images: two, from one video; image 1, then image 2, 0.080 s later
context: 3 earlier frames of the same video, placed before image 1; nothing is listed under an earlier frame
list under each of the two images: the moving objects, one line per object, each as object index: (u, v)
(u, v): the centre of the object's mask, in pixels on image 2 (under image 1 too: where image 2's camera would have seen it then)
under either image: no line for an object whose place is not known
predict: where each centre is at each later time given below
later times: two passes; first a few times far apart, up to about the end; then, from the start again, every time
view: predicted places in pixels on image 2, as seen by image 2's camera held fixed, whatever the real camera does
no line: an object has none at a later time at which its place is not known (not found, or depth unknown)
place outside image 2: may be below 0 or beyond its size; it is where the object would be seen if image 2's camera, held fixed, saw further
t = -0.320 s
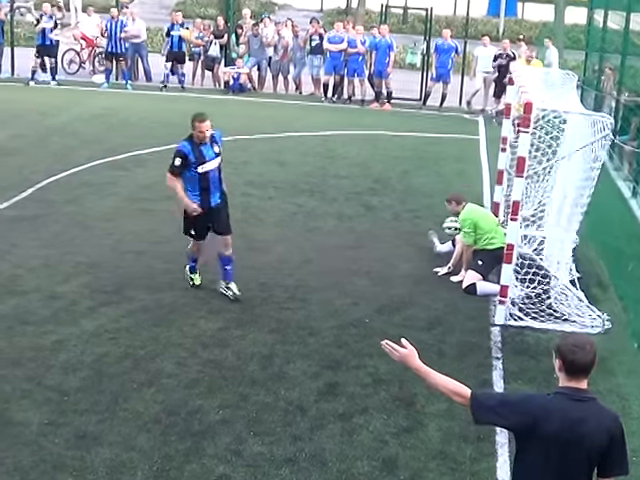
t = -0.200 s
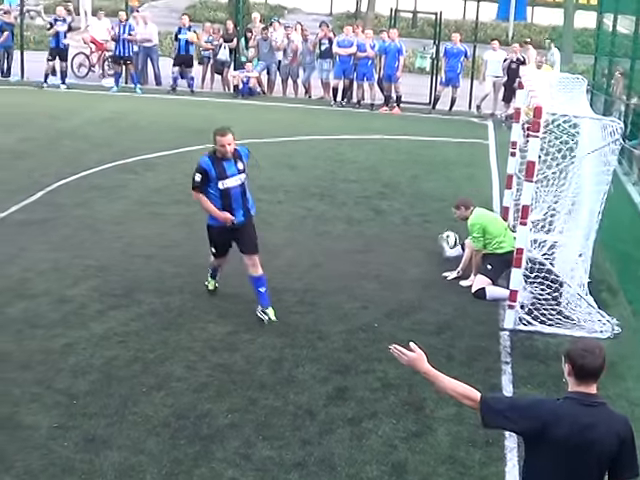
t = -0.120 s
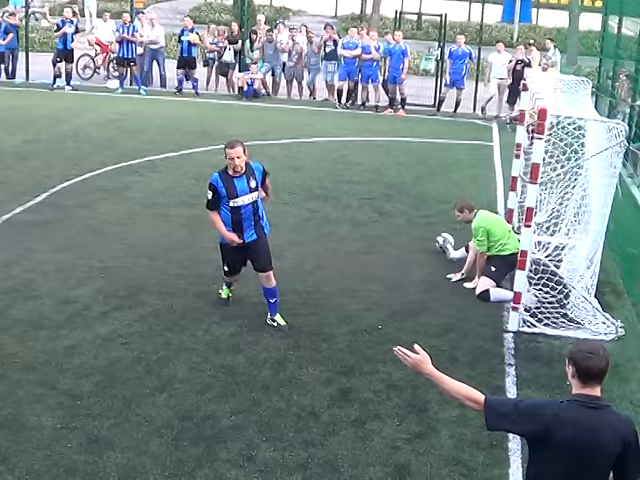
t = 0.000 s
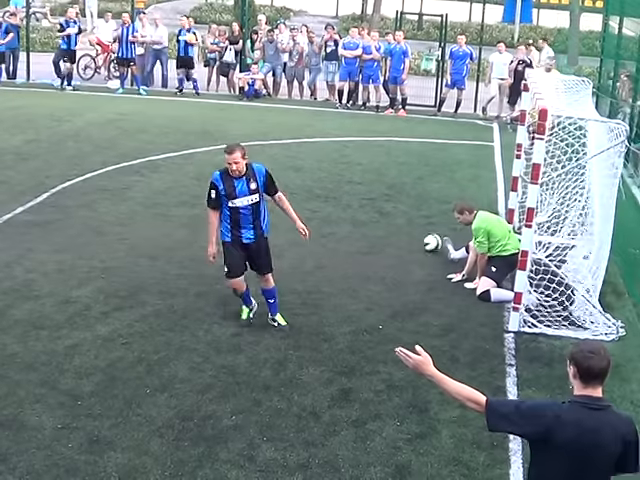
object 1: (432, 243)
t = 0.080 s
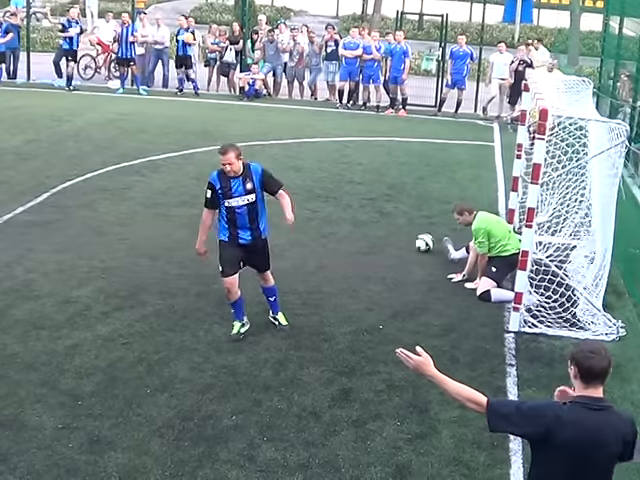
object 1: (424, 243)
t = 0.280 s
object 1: (404, 241)
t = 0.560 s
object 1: (379, 241)
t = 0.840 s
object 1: (357, 240)
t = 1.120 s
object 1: (338, 241)
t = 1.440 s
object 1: (320, 243)
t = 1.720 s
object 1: (307, 245)
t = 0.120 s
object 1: (420, 242)
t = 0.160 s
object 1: (416, 242)
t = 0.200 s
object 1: (412, 242)
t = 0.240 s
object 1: (408, 241)
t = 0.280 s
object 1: (404, 241)
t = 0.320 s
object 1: (400, 241)
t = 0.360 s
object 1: (397, 241)
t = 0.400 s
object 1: (393, 241)
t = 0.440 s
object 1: (389, 241)
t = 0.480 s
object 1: (385, 240)
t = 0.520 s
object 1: (382, 240)
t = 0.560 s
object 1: (379, 241)
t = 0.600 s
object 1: (375, 240)
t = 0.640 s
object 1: (372, 241)
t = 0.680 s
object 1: (369, 240)
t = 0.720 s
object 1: (366, 240)
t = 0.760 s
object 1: (363, 241)
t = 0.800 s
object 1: (360, 240)
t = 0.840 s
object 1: (357, 240)
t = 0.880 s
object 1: (354, 240)
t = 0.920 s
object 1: (351, 240)
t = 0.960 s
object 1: (348, 240)
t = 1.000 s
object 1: (345, 241)
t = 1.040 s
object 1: (343, 241)
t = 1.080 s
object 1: (340, 241)
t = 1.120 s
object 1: (338, 241)
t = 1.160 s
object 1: (335, 241)
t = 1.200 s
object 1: (333, 241)
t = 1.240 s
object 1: (330, 242)
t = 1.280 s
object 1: (328, 242)
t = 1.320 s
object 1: (326, 242)
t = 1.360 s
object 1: (324, 242)
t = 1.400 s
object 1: (322, 243)
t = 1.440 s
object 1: (320, 243)
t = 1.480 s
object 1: (318, 243)
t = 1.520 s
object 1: (316, 244)
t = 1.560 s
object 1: (314, 244)
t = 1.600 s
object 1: (312, 244)
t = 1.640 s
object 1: (311, 244)
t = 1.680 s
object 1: (309, 244)
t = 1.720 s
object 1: (307, 245)
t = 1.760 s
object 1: (306, 244)
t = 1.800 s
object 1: (304, 245)
